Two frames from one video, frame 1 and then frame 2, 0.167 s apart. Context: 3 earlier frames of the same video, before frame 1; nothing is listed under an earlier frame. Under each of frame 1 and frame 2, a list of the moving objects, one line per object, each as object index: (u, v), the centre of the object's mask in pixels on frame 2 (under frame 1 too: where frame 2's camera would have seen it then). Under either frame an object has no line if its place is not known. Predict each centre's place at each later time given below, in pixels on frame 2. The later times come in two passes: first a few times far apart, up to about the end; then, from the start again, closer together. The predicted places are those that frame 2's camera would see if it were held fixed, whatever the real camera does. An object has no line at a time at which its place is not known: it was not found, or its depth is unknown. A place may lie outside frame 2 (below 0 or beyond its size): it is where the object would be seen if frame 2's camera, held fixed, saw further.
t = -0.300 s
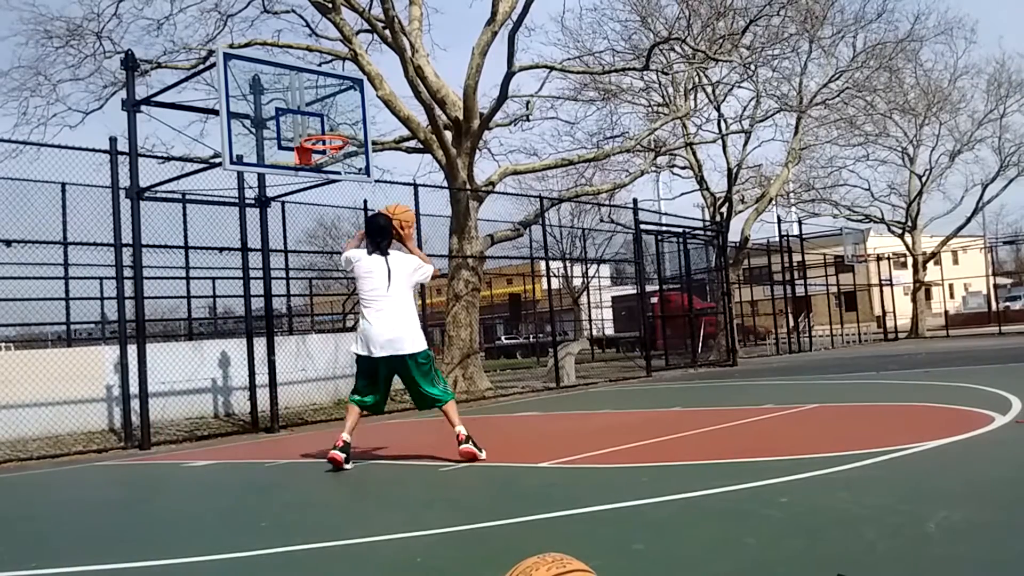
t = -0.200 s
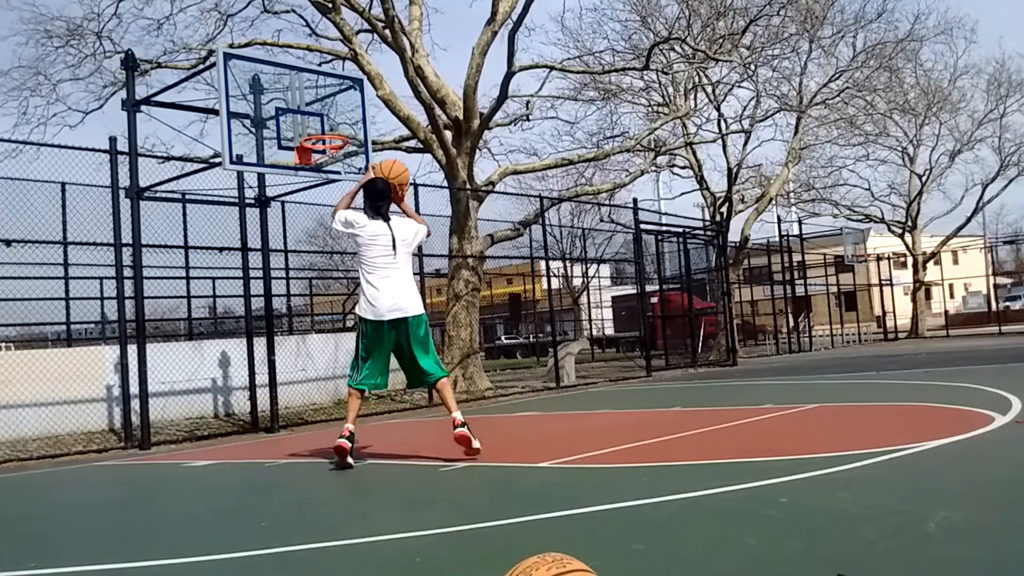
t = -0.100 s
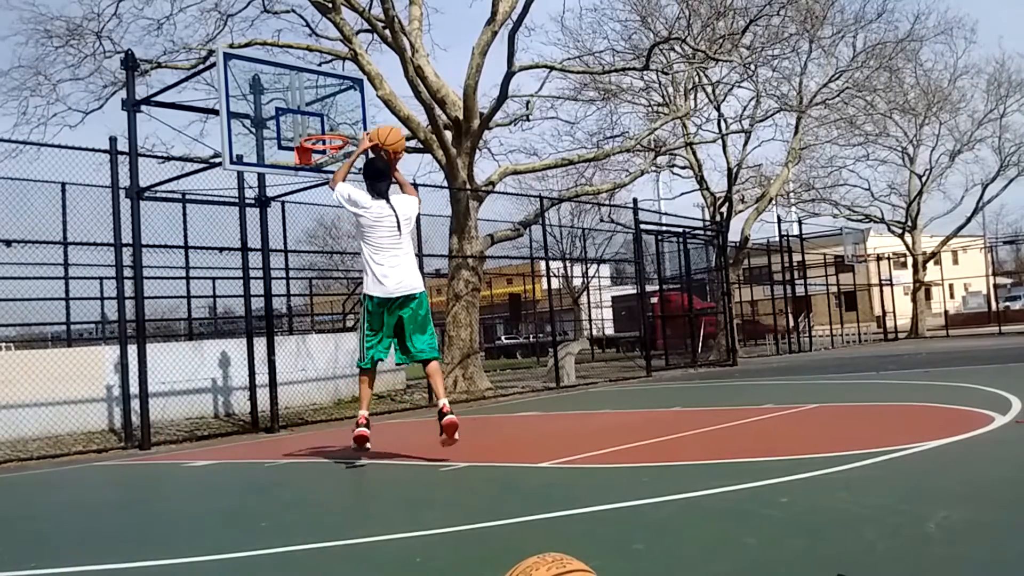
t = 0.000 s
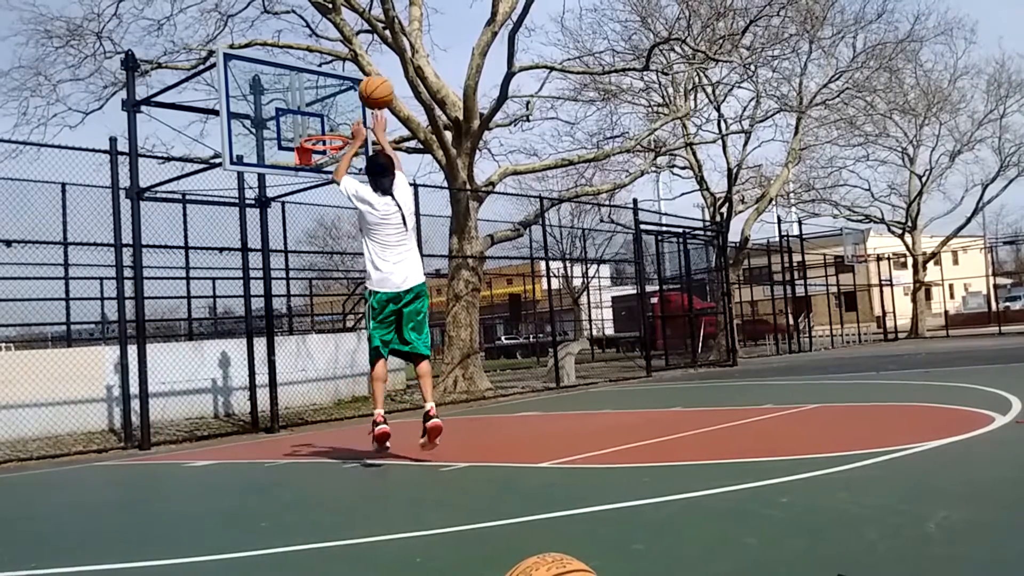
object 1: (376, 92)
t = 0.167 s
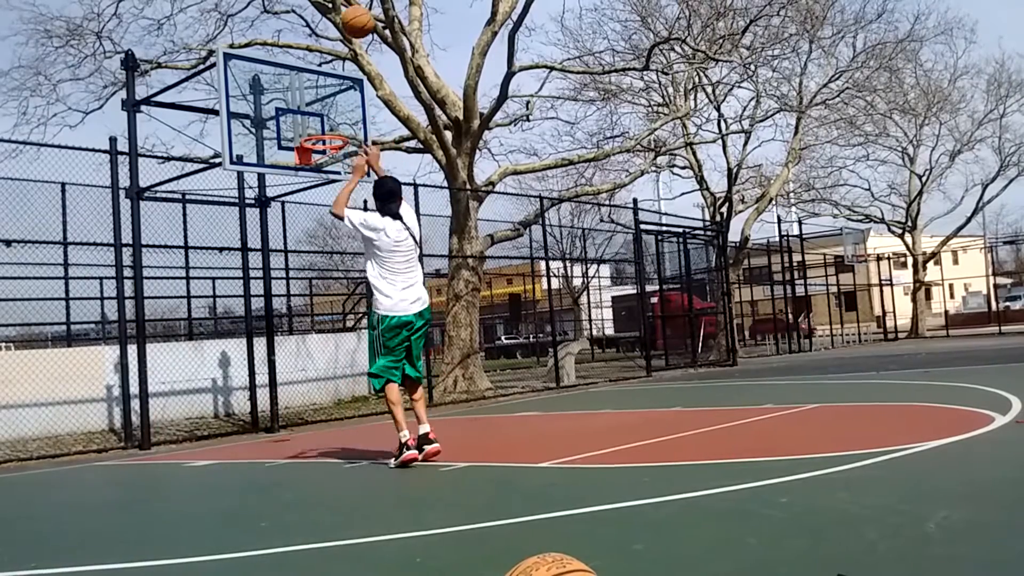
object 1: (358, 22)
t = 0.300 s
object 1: (345, 5)
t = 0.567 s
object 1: (329, 10)
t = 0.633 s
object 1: (327, 23)
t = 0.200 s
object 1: (354, 14)
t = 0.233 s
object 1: (350, 9)
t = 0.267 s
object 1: (348, 7)
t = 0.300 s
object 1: (345, 5)
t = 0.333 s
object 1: (344, 4)
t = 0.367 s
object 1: (341, 3)
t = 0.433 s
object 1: (338, 3)
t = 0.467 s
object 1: (335, 4)
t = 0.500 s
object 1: (332, 6)
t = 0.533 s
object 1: (331, 7)
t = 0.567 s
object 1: (329, 10)
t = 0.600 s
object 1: (328, 15)
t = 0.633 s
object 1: (327, 23)
